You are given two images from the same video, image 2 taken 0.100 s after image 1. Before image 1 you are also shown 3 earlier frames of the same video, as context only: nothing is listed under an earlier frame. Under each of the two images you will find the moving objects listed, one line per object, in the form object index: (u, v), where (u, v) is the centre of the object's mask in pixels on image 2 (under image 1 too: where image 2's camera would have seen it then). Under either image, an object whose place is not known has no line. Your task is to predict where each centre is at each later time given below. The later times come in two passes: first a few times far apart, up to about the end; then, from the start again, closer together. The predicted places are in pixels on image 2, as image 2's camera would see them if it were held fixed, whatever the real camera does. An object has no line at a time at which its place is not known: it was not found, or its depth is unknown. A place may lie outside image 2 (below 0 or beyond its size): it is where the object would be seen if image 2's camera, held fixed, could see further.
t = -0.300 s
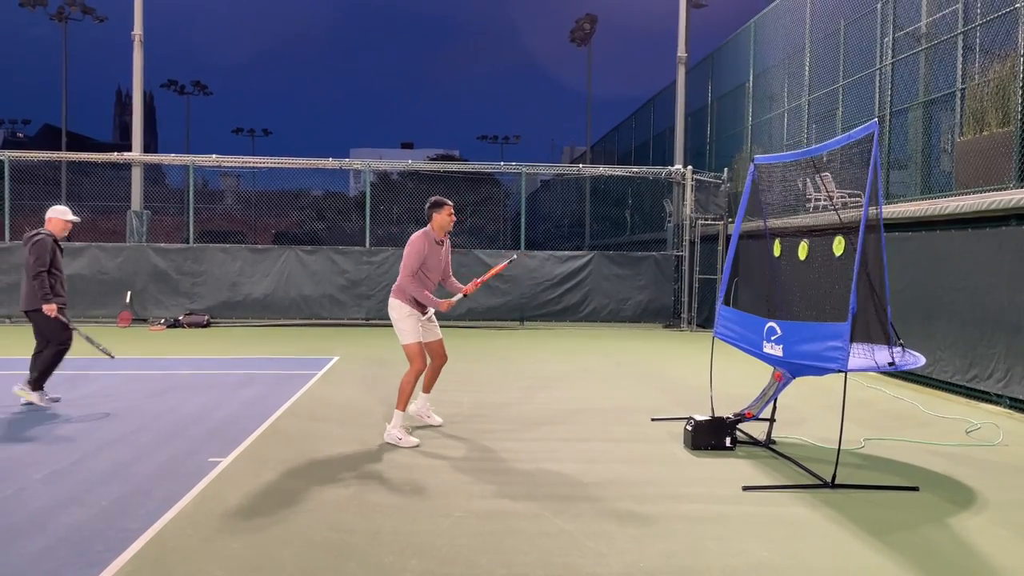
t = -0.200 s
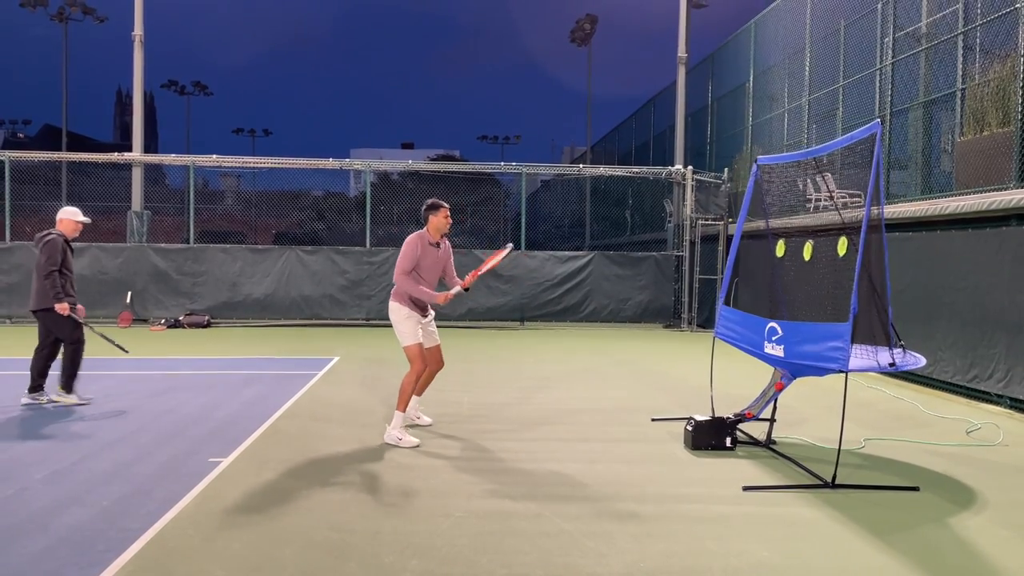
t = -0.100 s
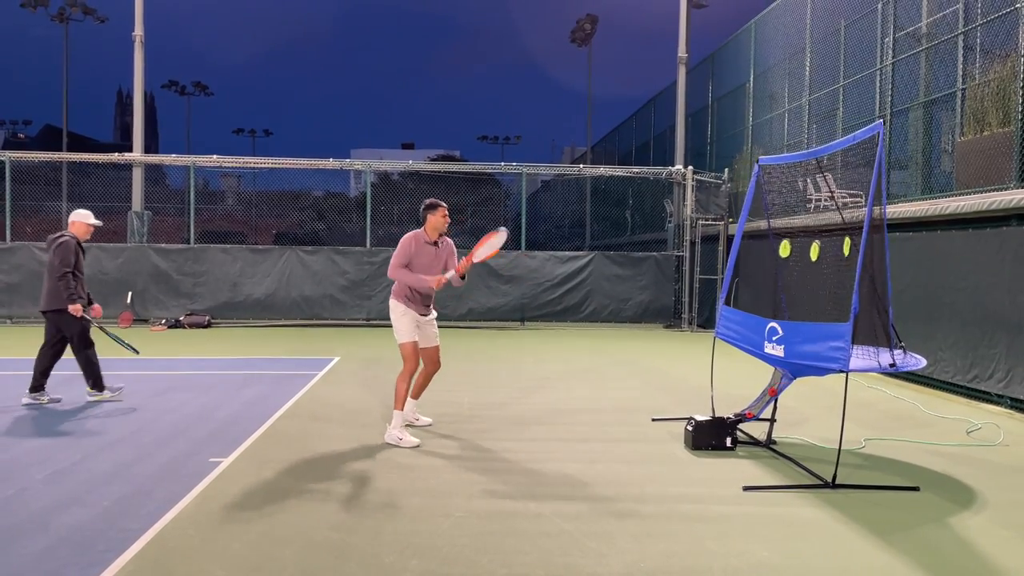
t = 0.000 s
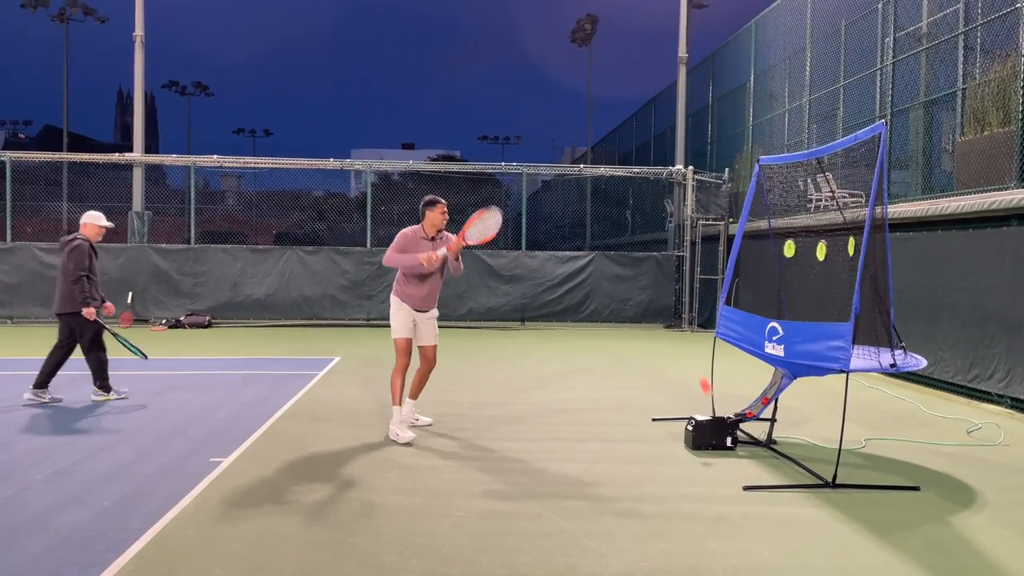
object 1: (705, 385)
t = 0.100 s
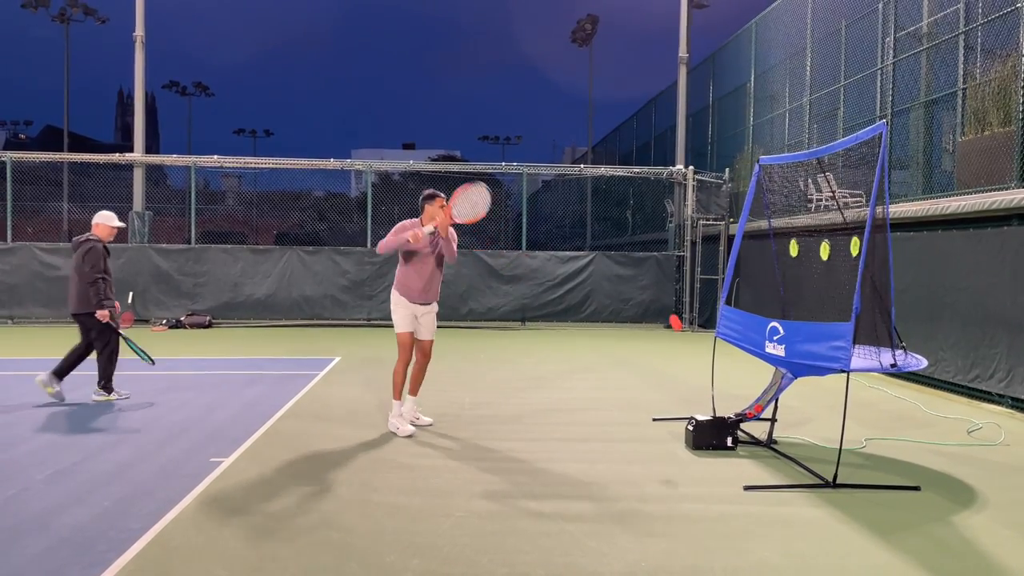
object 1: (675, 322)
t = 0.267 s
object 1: (626, 250)
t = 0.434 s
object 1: (576, 215)
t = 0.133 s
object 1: (666, 305)
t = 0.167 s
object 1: (655, 289)
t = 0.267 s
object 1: (626, 250)
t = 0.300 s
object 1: (616, 240)
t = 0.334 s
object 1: (605, 231)
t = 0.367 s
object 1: (596, 224)
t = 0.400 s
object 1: (586, 219)
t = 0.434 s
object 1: (576, 215)
